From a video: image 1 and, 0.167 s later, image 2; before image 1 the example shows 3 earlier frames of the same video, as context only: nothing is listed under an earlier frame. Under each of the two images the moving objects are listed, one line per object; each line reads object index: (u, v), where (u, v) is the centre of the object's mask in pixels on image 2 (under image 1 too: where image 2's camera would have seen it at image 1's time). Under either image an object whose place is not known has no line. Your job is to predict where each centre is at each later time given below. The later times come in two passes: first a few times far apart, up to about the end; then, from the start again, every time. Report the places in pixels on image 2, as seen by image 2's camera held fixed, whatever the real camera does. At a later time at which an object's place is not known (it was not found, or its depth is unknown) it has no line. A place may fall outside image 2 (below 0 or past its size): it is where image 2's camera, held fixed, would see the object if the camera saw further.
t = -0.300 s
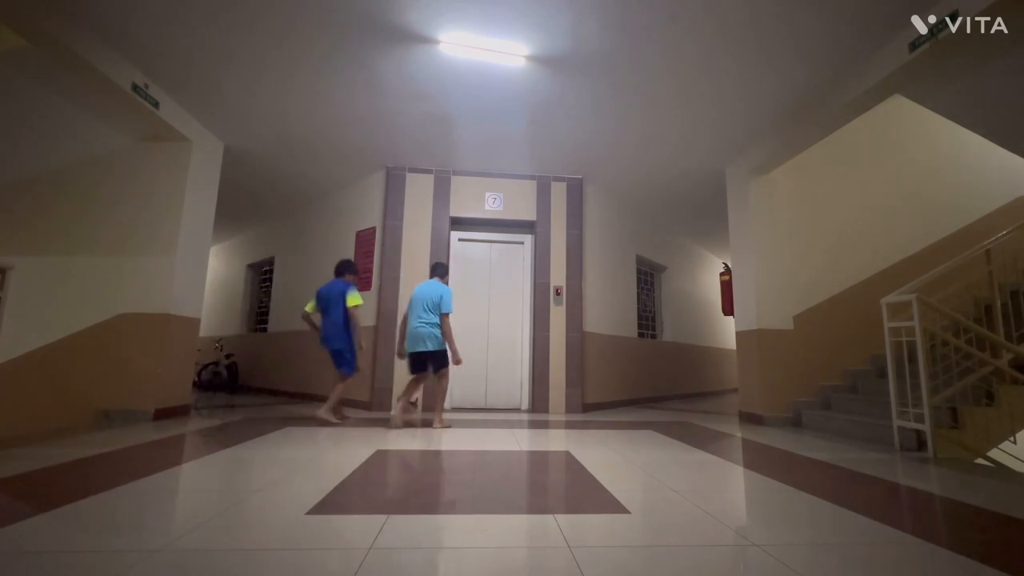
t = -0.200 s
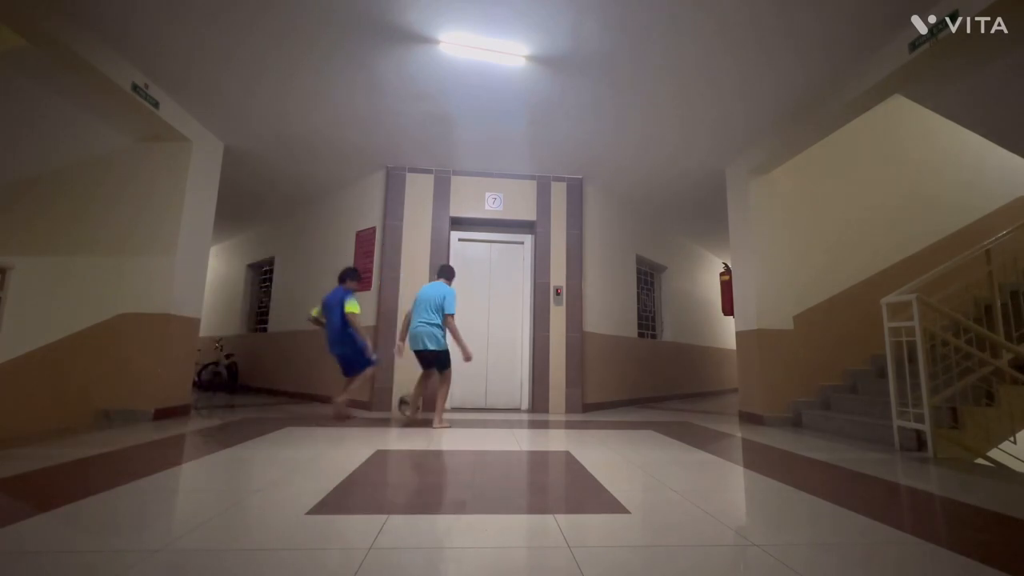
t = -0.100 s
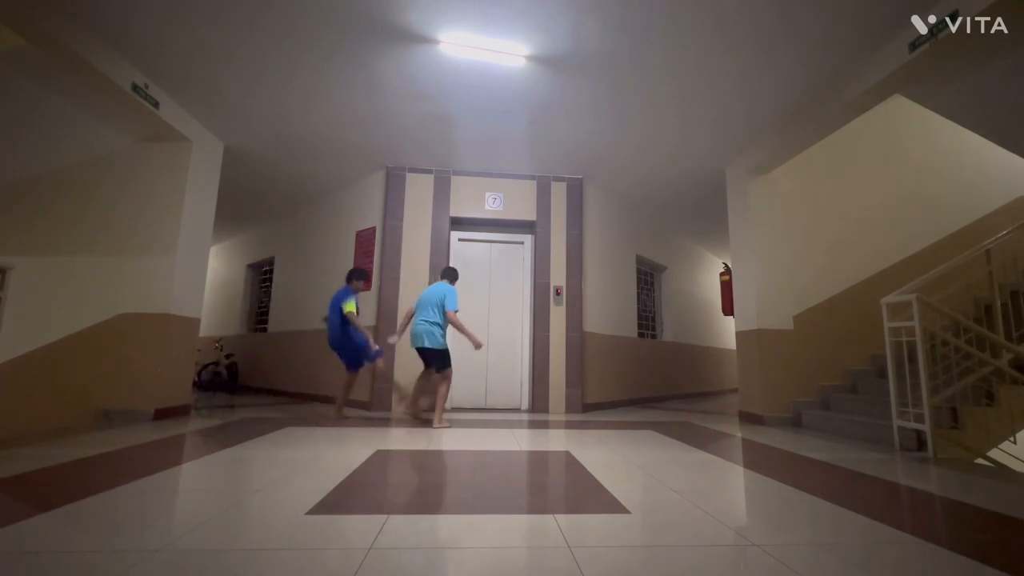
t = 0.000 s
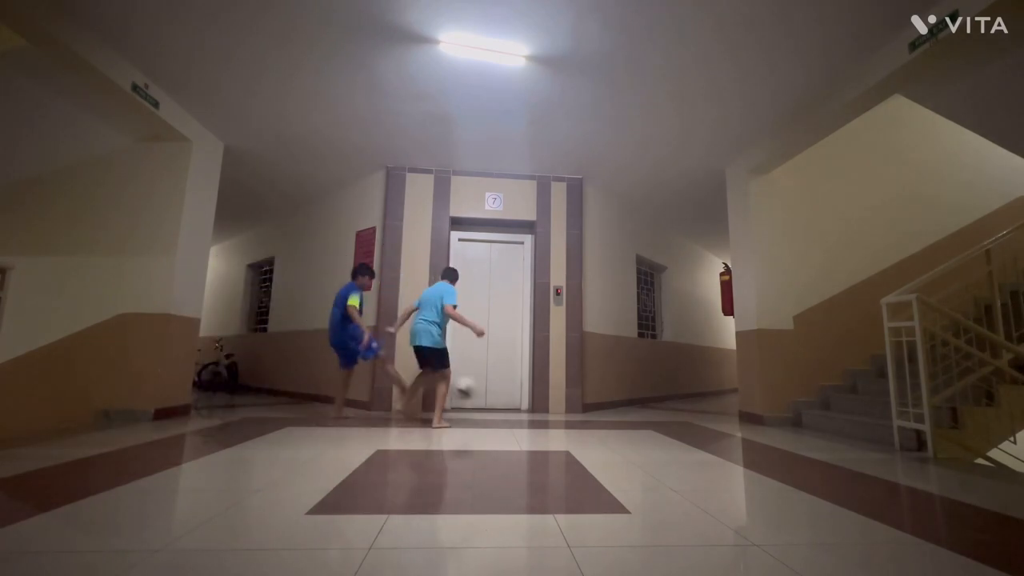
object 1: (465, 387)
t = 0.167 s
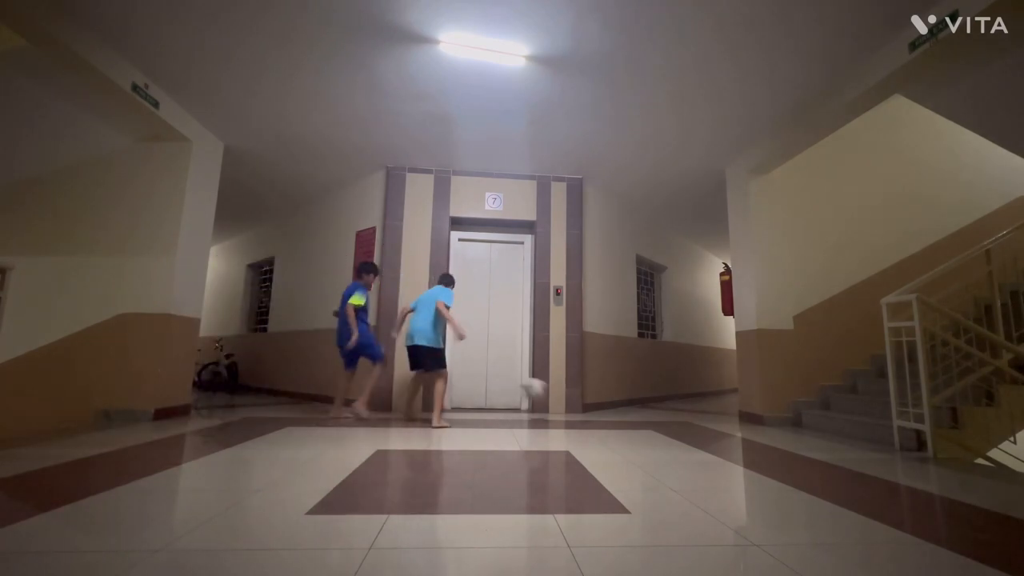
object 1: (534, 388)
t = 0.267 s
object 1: (575, 404)
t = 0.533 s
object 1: (661, 398)
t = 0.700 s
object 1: (715, 405)
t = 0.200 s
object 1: (548, 392)
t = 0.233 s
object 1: (560, 398)
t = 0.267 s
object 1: (575, 404)
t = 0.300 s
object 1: (588, 408)
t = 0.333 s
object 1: (599, 403)
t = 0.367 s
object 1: (609, 399)
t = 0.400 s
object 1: (620, 399)
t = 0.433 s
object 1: (630, 397)
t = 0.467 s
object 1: (640, 396)
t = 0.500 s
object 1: (650, 397)
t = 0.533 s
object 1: (661, 398)
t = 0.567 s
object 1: (672, 401)
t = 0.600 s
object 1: (683, 405)
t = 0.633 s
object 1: (694, 412)
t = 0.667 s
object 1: (704, 409)
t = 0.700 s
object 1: (715, 405)
